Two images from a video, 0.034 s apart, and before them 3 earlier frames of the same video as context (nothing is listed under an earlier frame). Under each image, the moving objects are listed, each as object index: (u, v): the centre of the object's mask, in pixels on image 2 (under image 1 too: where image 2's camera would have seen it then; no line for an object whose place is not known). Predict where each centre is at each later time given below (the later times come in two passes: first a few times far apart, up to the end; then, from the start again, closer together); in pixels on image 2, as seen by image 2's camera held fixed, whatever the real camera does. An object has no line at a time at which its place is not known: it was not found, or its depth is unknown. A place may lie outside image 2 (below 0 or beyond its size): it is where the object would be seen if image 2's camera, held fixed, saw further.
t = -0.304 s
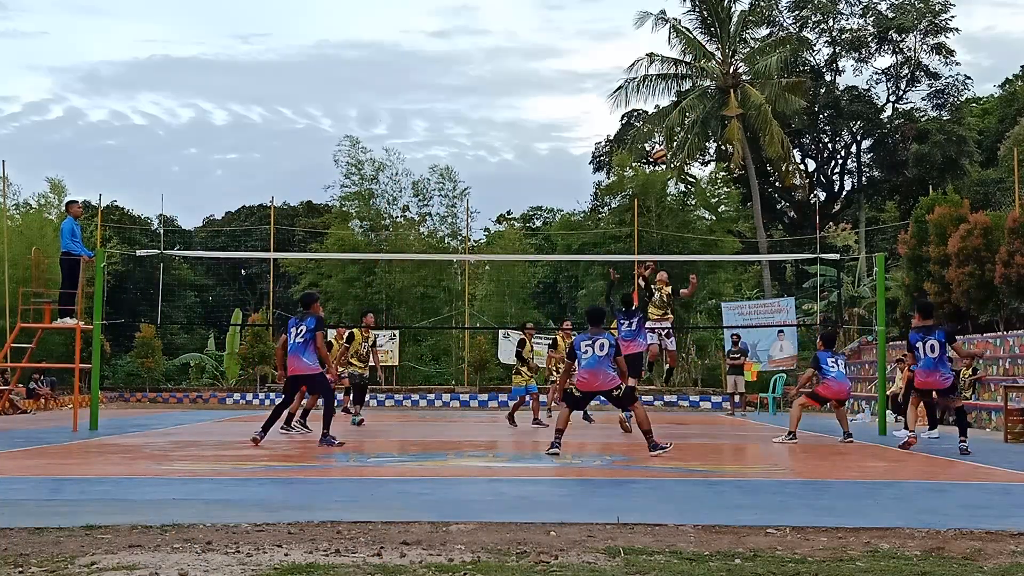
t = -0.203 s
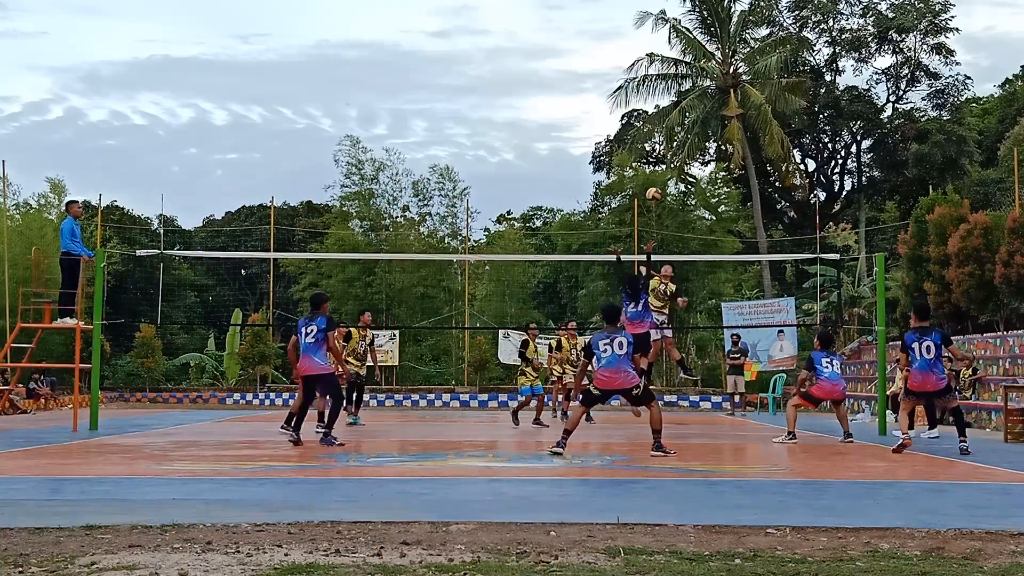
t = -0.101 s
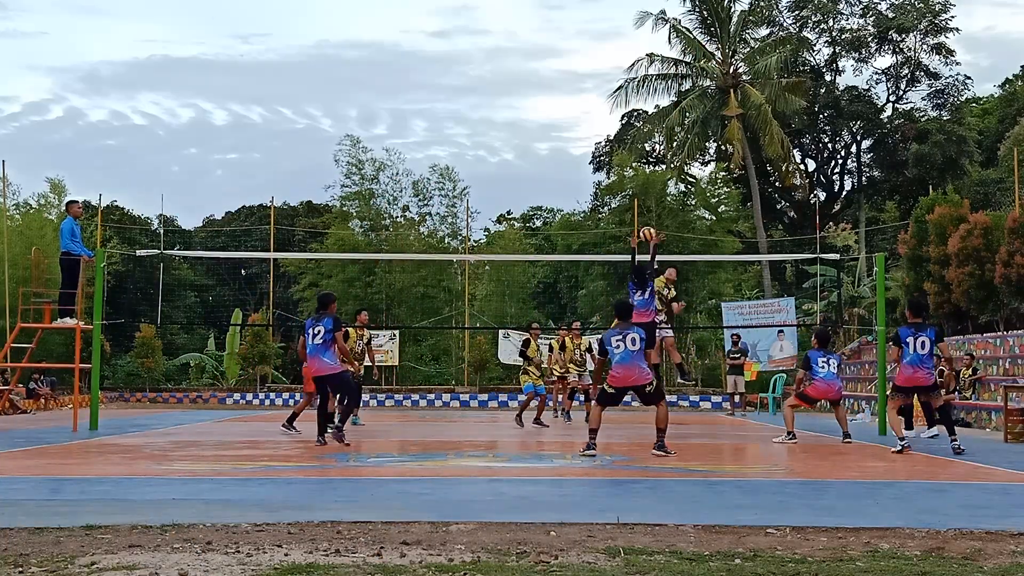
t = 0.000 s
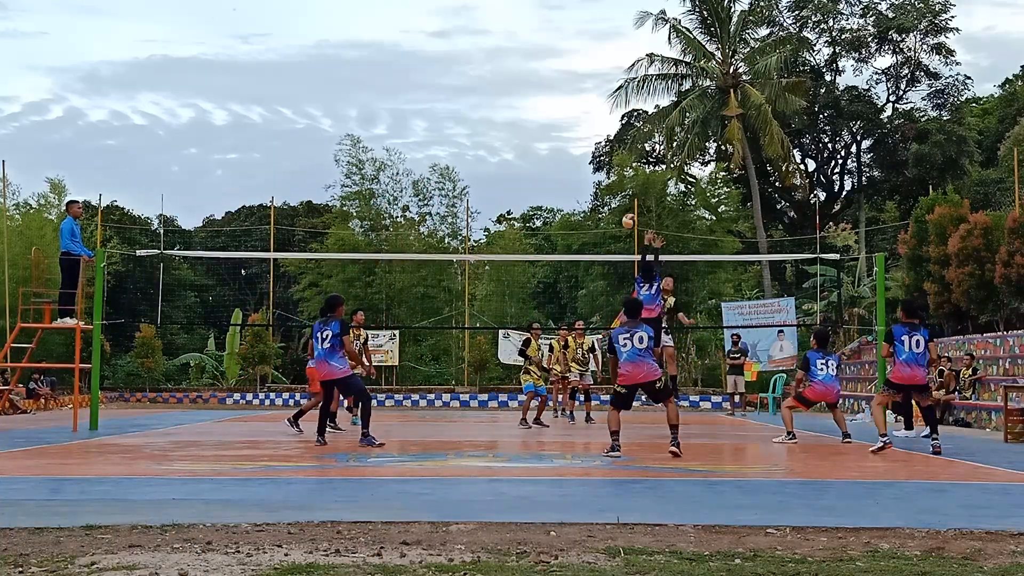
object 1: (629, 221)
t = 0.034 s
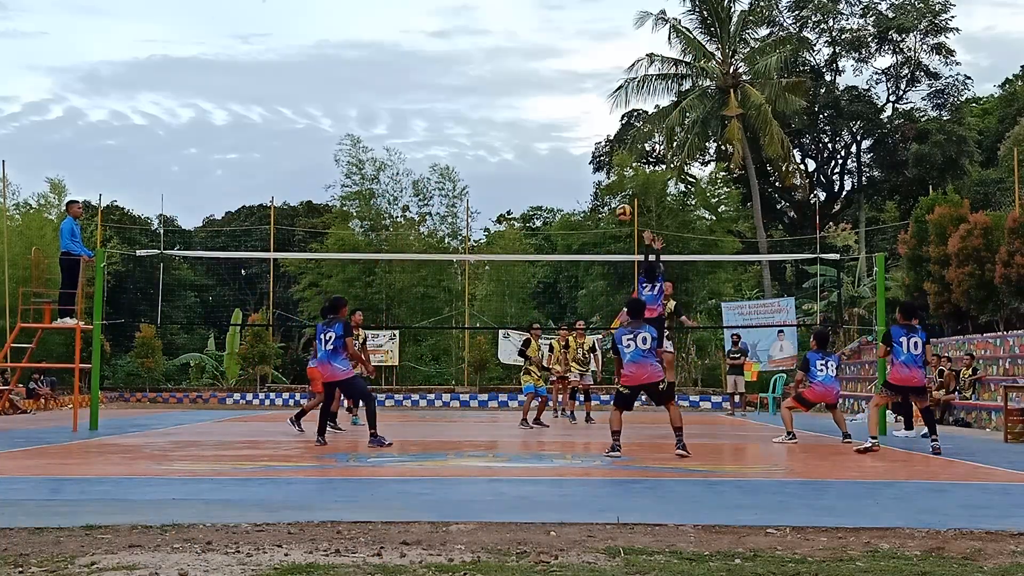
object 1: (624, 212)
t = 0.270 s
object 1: (582, 168)
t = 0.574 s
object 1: (529, 169)
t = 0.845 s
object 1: (482, 229)
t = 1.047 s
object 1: (447, 309)
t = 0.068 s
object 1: (618, 203)
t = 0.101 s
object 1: (612, 195)
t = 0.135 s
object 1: (606, 188)
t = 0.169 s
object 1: (600, 182)
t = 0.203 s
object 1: (594, 177)
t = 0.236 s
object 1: (588, 171)
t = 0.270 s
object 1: (582, 168)
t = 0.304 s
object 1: (576, 165)
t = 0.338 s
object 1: (571, 162)
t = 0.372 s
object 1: (565, 161)
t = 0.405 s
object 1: (559, 160)
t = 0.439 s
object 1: (553, 160)
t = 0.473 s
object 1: (547, 161)
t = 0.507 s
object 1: (541, 163)
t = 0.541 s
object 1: (535, 166)
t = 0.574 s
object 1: (529, 169)
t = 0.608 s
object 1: (523, 173)
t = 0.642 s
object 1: (517, 179)
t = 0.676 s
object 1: (512, 185)
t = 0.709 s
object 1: (506, 192)
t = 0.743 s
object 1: (500, 200)
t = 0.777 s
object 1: (494, 209)
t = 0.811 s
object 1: (487, 218)
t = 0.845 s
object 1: (482, 229)
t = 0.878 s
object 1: (476, 240)
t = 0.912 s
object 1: (470, 251)
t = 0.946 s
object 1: (465, 265)
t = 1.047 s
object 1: (447, 309)
